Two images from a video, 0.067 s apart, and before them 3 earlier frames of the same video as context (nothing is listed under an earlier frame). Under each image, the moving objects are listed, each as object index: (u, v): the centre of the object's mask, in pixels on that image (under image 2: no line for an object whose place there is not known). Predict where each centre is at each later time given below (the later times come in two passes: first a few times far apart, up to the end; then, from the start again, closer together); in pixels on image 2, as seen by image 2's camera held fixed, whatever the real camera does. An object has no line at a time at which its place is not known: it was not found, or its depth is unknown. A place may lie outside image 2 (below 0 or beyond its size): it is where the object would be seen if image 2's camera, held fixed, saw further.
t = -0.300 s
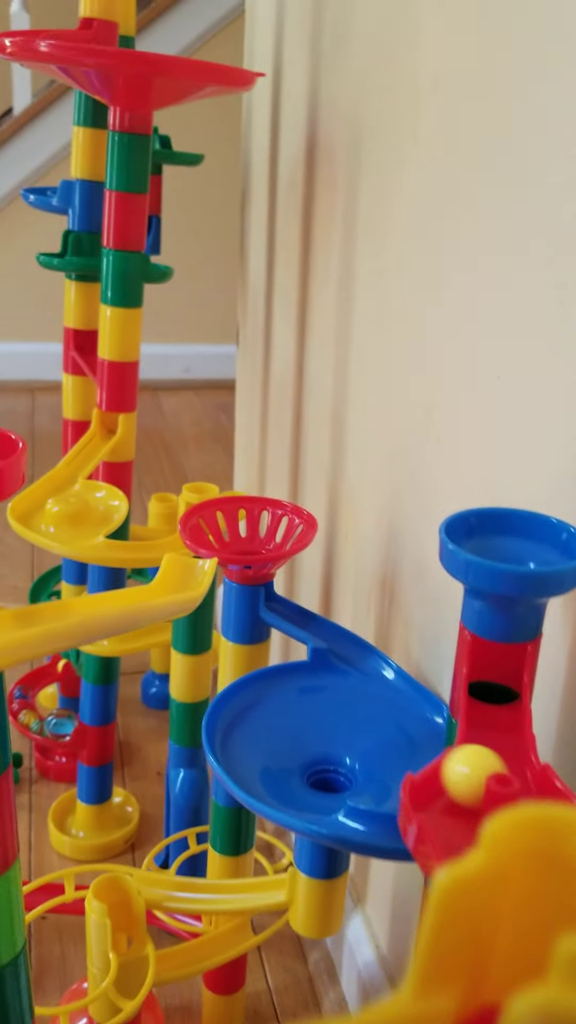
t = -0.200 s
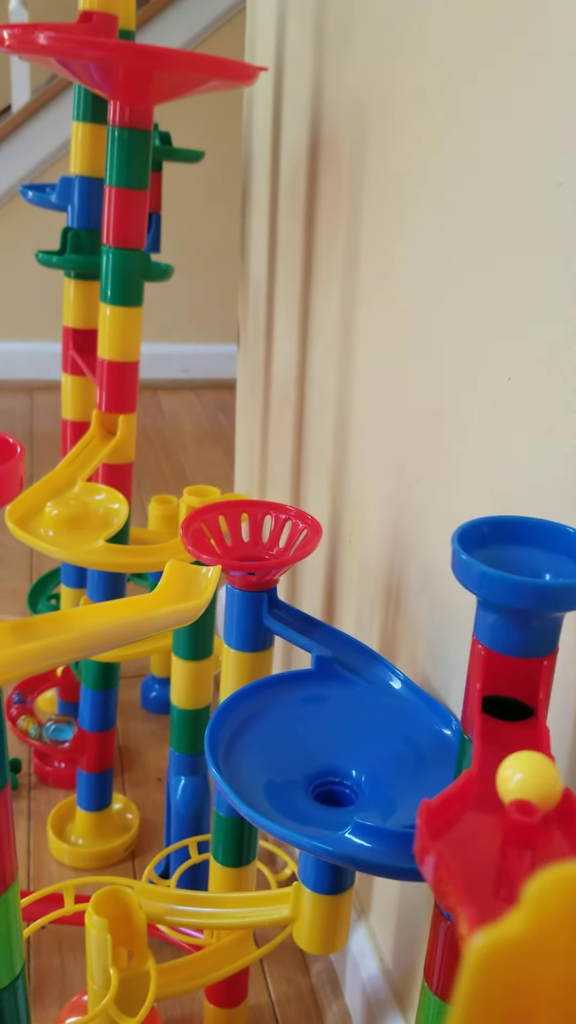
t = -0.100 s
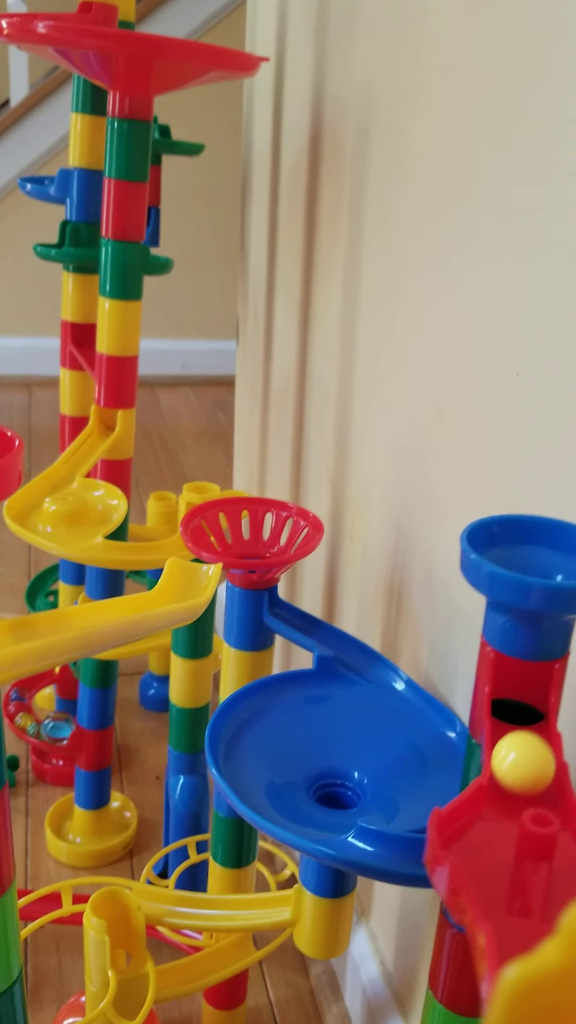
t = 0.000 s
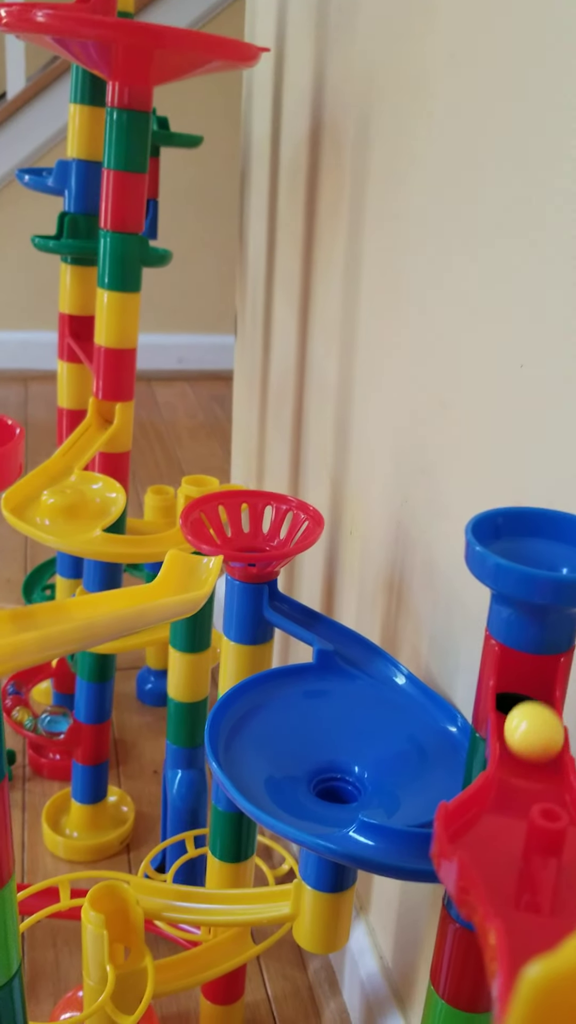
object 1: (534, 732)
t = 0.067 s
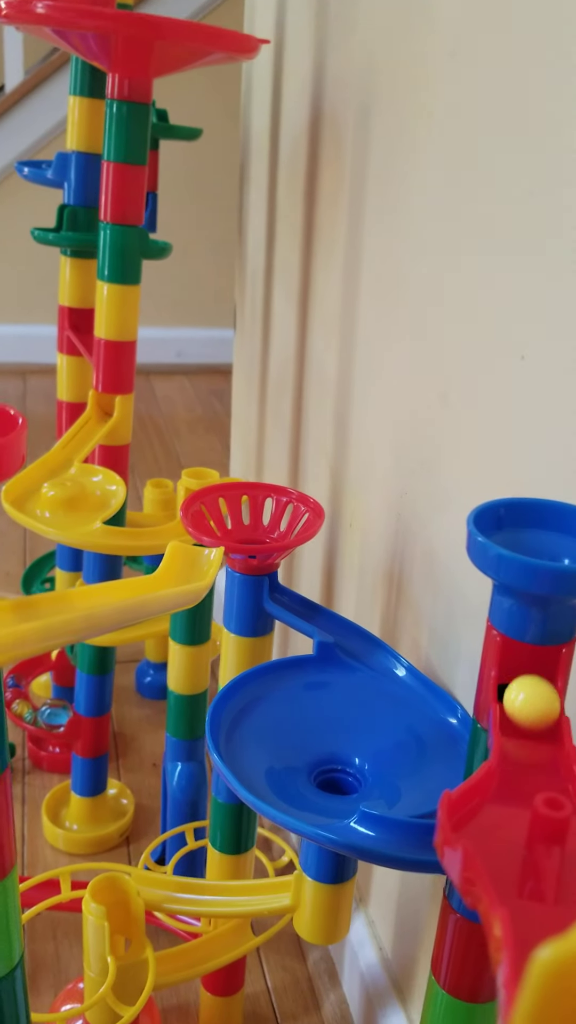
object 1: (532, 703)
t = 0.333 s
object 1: (411, 829)
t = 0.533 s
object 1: (232, 712)
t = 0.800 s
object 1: (445, 726)
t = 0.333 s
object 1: (411, 829)
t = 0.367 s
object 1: (364, 824)
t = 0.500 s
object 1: (233, 741)
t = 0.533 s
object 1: (232, 712)
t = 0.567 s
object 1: (250, 693)
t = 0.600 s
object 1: (275, 678)
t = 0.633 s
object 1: (307, 672)
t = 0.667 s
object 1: (340, 670)
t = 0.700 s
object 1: (373, 678)
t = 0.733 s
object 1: (405, 687)
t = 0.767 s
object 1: (430, 702)
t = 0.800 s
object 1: (445, 726)
